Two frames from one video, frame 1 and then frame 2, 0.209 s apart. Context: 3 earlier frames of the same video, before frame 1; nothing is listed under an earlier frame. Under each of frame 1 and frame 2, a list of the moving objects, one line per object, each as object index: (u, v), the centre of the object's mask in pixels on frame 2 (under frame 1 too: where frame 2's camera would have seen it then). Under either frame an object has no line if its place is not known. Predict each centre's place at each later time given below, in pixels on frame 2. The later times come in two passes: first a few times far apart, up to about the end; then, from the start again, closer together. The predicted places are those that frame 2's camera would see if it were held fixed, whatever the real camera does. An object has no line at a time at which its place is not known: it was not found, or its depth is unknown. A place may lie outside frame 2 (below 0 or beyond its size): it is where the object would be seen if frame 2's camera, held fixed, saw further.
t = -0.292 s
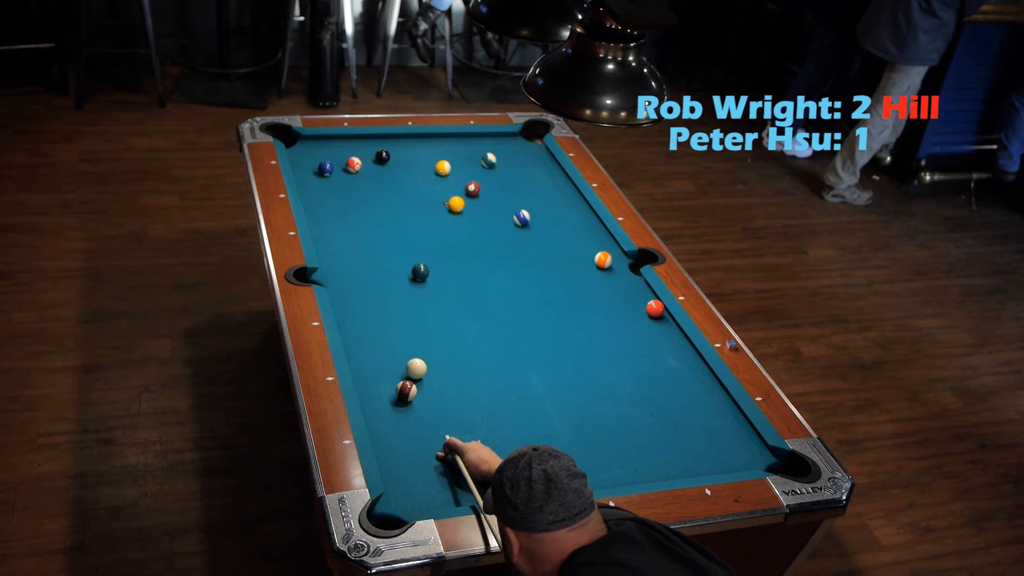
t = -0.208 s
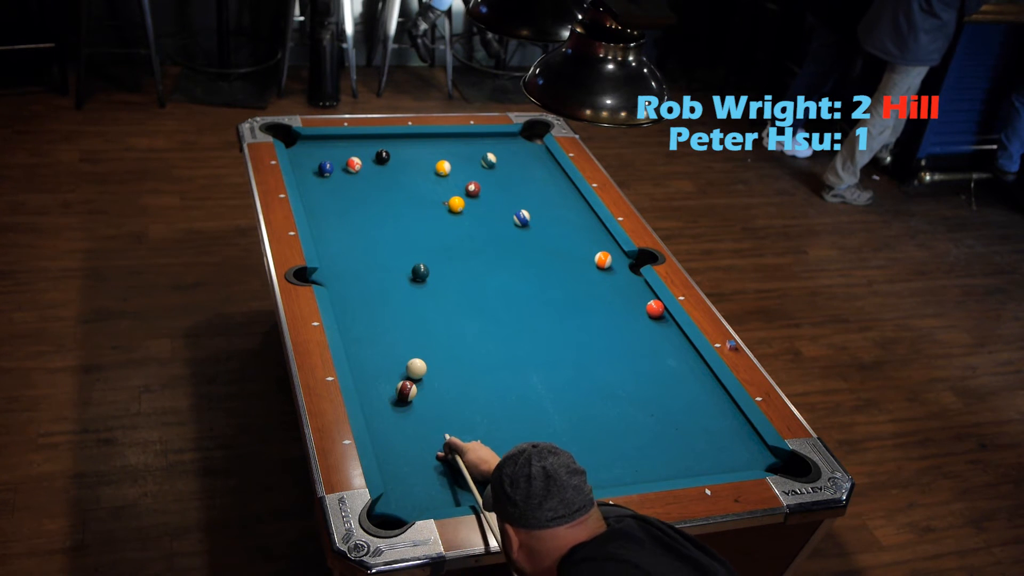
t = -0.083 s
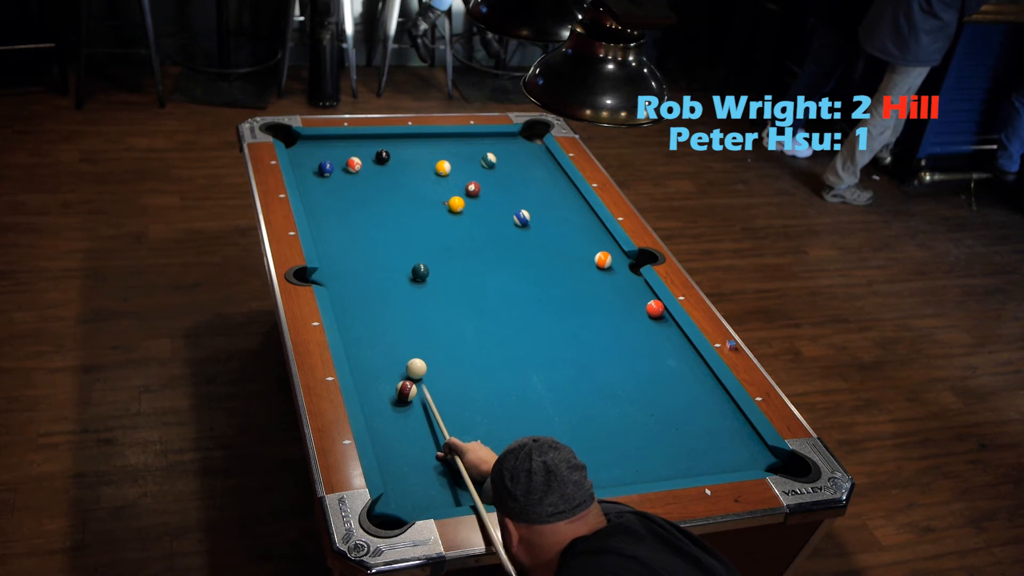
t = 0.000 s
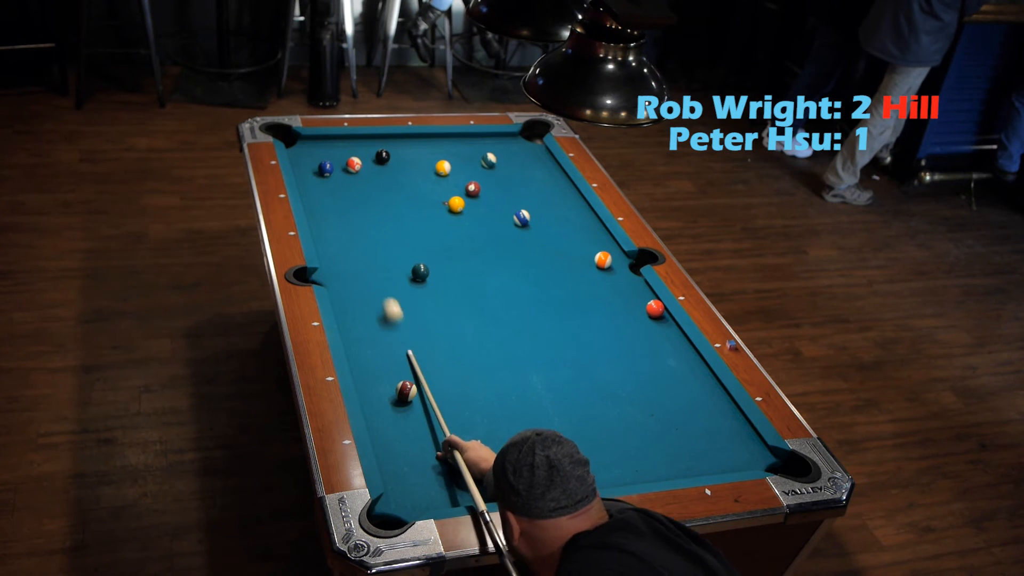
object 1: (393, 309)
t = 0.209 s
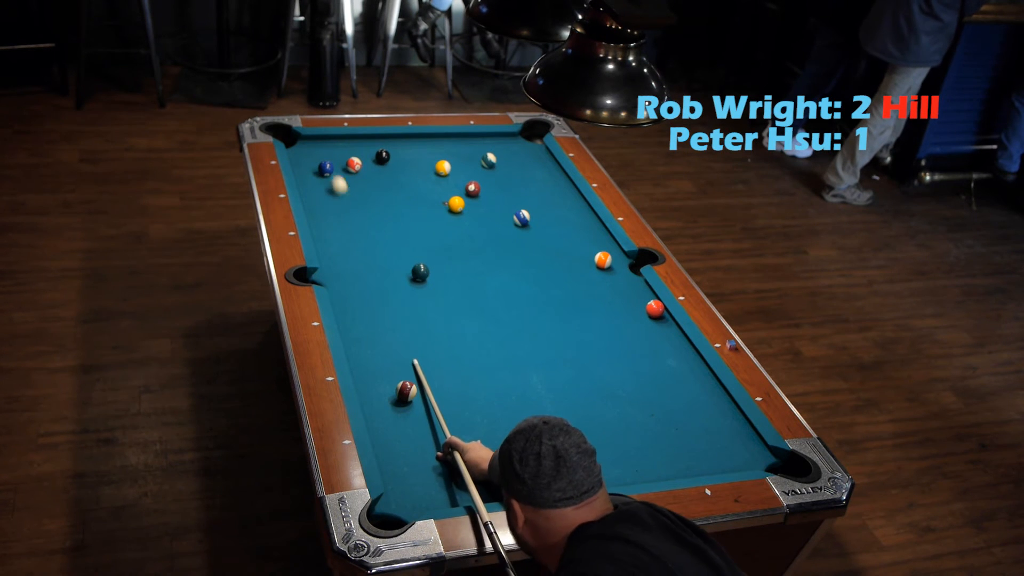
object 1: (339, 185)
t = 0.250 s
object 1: (339, 173)
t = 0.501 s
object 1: (384, 184)
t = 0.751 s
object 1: (424, 205)
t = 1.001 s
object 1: (466, 225)
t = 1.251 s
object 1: (508, 247)
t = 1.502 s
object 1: (550, 268)
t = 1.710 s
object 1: (586, 286)
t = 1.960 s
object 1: (630, 308)
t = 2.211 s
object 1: (673, 330)
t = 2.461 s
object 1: (675, 351)
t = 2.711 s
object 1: (677, 372)
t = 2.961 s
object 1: (678, 394)
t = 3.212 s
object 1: (680, 415)
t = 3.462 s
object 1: (682, 436)
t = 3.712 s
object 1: (686, 456)
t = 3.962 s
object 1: (686, 469)
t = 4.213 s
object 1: (674, 463)
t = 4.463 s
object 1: (663, 456)
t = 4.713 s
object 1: (654, 450)
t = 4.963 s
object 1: (646, 445)
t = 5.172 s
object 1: (641, 442)
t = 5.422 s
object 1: (638, 439)
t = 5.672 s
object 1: (637, 437)
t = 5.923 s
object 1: (637, 437)
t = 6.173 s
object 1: (637, 437)
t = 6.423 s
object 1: (637, 437)
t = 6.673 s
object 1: (637, 437)
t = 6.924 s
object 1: (637, 437)
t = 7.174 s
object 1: (637, 437)
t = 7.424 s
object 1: (637, 437)
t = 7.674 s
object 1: (637, 437)
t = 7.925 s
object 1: (637, 437)
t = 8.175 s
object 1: (637, 437)
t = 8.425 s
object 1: (637, 437)
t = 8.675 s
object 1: (637, 437)
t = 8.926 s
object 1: (637, 437)
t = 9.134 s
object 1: (637, 437)
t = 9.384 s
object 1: (637, 437)
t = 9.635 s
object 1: (637, 437)
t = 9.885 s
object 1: (637, 437)
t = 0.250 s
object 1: (339, 173)
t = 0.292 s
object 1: (349, 171)
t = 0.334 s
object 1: (356, 172)
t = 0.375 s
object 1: (363, 174)
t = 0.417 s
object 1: (370, 177)
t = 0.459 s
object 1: (377, 181)
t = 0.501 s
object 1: (384, 184)
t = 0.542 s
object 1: (390, 188)
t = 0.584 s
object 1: (397, 191)
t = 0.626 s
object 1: (404, 194)
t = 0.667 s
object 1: (411, 198)
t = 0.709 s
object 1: (417, 201)
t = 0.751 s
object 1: (424, 205)
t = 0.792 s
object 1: (431, 208)
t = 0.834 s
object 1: (438, 212)
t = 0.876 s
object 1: (445, 215)
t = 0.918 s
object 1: (452, 218)
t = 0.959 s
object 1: (459, 222)
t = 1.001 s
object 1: (466, 225)
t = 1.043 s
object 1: (473, 229)
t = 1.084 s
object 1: (480, 233)
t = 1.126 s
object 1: (487, 236)
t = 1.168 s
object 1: (494, 240)
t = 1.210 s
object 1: (501, 243)
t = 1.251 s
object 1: (508, 247)
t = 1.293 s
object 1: (515, 250)
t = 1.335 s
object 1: (522, 254)
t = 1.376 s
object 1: (529, 257)
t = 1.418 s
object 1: (536, 261)
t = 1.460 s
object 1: (543, 264)
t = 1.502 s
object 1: (550, 268)
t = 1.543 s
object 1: (558, 272)
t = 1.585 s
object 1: (565, 275)
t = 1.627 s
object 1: (572, 279)
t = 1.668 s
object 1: (579, 283)
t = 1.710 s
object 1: (586, 286)
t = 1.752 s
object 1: (594, 290)
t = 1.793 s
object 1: (601, 294)
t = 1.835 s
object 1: (608, 297)
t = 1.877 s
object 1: (615, 301)
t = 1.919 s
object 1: (623, 305)
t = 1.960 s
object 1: (630, 308)
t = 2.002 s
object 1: (637, 312)
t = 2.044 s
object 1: (645, 316)
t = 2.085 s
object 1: (652, 319)
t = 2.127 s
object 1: (659, 323)
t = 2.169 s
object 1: (667, 326)
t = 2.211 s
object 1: (673, 330)
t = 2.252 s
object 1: (674, 334)
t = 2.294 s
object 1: (674, 337)
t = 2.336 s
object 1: (674, 341)
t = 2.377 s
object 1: (675, 344)
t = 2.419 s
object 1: (675, 348)
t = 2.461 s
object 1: (675, 351)
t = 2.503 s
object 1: (675, 355)
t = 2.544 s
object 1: (676, 358)
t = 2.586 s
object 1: (676, 362)
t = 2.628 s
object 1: (676, 365)
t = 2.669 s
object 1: (676, 369)
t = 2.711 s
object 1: (677, 372)
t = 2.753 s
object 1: (677, 376)
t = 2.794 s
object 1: (677, 380)
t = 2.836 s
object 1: (677, 383)
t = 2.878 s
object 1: (677, 387)
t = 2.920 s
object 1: (678, 390)
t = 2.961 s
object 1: (678, 394)
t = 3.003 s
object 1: (678, 397)
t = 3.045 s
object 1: (678, 401)
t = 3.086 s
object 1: (679, 404)
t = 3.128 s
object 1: (679, 408)
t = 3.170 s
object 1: (679, 411)
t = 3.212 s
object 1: (680, 415)
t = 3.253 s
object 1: (680, 418)
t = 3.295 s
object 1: (680, 421)
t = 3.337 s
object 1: (681, 425)
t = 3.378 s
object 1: (681, 429)
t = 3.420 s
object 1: (682, 432)
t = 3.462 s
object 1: (682, 436)
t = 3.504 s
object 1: (683, 439)
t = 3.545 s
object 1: (684, 443)
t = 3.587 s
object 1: (684, 446)
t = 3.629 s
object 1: (685, 450)
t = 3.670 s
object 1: (686, 453)
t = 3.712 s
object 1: (686, 456)
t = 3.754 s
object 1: (687, 460)
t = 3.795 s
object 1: (687, 463)
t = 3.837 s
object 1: (688, 467)
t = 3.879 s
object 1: (688, 469)
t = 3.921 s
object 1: (688, 470)
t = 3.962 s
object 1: (686, 469)
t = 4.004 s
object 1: (684, 469)
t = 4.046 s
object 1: (682, 468)
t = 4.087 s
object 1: (680, 467)
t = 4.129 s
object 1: (678, 466)
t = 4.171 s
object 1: (676, 464)
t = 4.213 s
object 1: (674, 463)
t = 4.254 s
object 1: (672, 461)
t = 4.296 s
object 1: (670, 460)
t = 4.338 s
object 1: (668, 459)
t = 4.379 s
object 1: (666, 458)
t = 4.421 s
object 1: (665, 457)
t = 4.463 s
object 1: (663, 456)
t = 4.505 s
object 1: (661, 455)
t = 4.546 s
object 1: (660, 454)
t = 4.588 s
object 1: (658, 453)
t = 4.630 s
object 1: (657, 452)
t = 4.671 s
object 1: (655, 451)
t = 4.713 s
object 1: (654, 450)
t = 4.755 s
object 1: (652, 449)
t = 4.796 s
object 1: (651, 448)
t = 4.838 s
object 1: (650, 447)
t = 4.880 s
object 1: (648, 446)
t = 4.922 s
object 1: (647, 446)
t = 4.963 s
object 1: (646, 445)
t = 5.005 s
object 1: (645, 444)
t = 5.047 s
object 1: (644, 444)
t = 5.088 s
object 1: (643, 443)
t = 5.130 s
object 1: (642, 442)
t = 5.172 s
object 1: (641, 442)
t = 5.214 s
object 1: (640, 441)
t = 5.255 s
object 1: (640, 441)
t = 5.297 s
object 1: (639, 440)
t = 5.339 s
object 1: (639, 440)
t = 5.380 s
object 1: (638, 439)
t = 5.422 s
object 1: (638, 439)
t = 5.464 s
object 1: (638, 439)
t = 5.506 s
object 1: (637, 438)
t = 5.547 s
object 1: (637, 438)
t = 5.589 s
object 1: (637, 438)
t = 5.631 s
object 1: (637, 437)
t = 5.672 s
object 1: (637, 437)
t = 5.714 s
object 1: (637, 437)
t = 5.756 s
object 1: (637, 437)
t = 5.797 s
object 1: (637, 437)
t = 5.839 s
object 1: (637, 437)
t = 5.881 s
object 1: (637, 436)
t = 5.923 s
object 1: (637, 437)
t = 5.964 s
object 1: (637, 437)
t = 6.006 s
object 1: (637, 437)
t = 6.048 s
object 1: (637, 437)
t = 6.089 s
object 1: (637, 437)
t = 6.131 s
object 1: (637, 437)
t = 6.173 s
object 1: (637, 437)
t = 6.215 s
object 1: (637, 437)
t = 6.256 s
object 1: (637, 437)
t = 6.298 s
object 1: (637, 437)
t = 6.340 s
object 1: (637, 437)
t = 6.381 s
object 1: (637, 437)
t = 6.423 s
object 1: (637, 437)
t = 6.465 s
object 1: (637, 437)
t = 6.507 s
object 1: (637, 437)
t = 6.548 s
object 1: (637, 437)
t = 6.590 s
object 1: (637, 437)
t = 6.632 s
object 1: (637, 437)
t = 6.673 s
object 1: (637, 437)
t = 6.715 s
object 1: (637, 437)
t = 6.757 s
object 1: (637, 437)
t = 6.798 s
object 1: (637, 437)
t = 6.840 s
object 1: (637, 437)
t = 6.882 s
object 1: (637, 437)
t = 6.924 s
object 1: (637, 437)
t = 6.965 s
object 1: (637, 437)
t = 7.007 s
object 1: (637, 437)
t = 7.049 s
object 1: (637, 437)
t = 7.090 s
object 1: (637, 437)
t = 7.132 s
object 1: (637, 437)
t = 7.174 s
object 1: (637, 437)
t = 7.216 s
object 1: (637, 437)
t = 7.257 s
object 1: (637, 437)
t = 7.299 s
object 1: (637, 437)
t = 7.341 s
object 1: (637, 437)
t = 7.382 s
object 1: (637, 437)
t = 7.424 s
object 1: (637, 437)
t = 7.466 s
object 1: (637, 437)
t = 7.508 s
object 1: (637, 437)
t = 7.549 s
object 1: (637, 437)
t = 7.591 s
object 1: (637, 437)
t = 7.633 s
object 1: (637, 437)
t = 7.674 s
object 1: (637, 437)
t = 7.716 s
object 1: (637, 437)
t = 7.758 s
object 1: (637, 437)
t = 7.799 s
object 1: (637, 437)
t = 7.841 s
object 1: (637, 437)
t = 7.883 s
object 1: (637, 437)
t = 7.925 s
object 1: (637, 437)
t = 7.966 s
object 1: (637, 437)
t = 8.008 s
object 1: (637, 437)
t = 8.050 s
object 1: (637, 437)
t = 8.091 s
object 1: (637, 437)
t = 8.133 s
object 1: (637, 437)
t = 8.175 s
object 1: (637, 437)
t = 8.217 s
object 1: (637, 437)
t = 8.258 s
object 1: (637, 437)
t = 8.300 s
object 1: (637, 437)
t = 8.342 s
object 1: (637, 437)
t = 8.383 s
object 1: (637, 437)
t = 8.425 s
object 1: (637, 437)
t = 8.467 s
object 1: (637, 437)
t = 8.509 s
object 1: (637, 437)
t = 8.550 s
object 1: (637, 437)
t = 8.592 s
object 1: (637, 437)
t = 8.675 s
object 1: (637, 437)
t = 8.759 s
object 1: (637, 437)
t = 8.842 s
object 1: (637, 437)
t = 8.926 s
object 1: (637, 437)
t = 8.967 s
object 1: (637, 437)
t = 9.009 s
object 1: (637, 437)
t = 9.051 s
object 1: (637, 437)
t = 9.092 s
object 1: (637, 437)
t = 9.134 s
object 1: (637, 437)
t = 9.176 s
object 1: (637, 437)
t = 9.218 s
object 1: (637, 437)
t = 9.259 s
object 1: (637, 437)
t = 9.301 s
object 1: (637, 437)
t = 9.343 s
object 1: (637, 437)
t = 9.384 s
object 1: (637, 437)
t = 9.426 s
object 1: (637, 437)
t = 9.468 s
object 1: (637, 437)
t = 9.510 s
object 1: (637, 437)
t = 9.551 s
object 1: (637, 437)
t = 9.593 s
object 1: (637, 437)
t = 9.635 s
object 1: (637, 437)
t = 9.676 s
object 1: (637, 437)
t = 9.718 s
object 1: (637, 437)
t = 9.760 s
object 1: (637, 437)
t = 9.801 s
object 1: (637, 437)
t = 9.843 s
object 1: (637, 437)
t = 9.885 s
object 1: (637, 437)
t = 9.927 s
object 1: (637, 437)
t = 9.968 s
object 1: (637, 437)
